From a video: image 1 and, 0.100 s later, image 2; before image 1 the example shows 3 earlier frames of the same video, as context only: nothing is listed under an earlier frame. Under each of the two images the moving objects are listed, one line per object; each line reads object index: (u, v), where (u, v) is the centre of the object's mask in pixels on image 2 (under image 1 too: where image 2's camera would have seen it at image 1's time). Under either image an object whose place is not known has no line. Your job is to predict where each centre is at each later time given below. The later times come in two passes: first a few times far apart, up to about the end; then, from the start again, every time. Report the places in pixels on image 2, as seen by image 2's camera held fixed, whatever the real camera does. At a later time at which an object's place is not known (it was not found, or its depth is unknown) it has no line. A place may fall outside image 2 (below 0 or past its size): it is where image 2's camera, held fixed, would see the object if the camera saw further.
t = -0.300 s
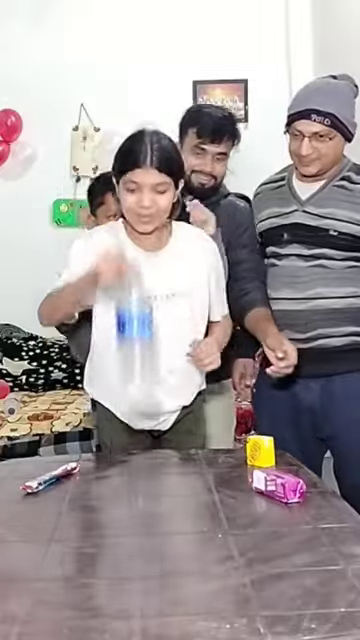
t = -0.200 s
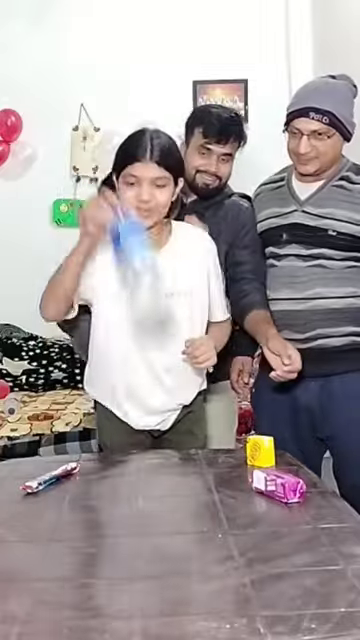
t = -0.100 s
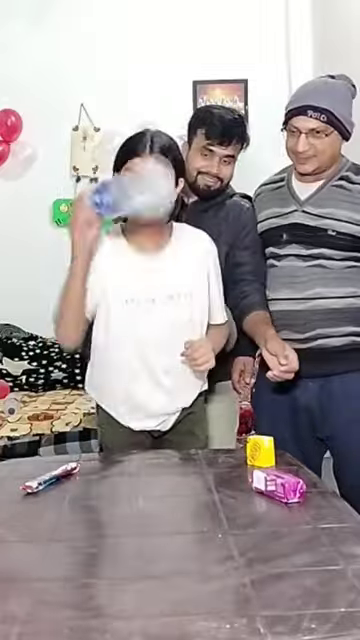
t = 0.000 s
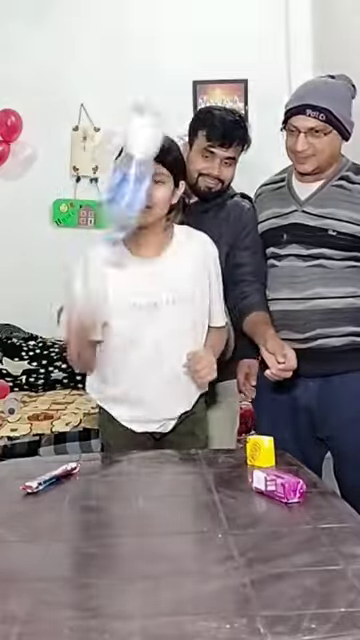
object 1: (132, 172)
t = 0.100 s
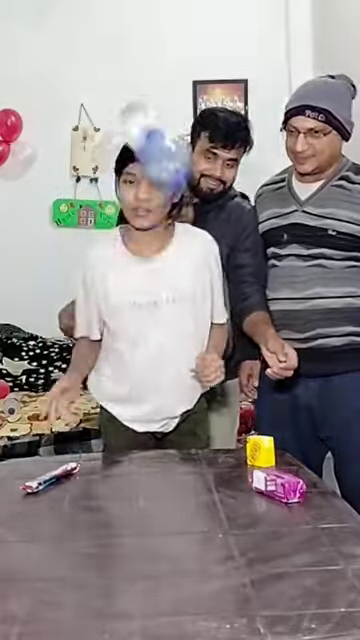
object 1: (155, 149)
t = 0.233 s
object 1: (155, 177)
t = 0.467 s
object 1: (148, 406)
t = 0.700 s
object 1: (131, 408)
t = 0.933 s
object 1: (148, 407)
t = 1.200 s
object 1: (145, 407)
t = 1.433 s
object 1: (141, 408)
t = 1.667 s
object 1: (143, 408)
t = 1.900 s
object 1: (142, 408)
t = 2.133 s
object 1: (142, 408)
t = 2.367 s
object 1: (142, 408)
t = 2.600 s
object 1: (142, 408)
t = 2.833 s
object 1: (142, 408)
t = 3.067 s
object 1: (142, 408)
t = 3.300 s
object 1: (142, 409)
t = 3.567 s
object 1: (142, 409)
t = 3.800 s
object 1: (143, 409)
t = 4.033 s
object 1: (142, 408)
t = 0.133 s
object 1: (159, 144)
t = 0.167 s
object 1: (159, 146)
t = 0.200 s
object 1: (157, 157)
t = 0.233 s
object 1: (155, 177)
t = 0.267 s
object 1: (156, 202)
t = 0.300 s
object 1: (154, 239)
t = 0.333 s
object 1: (153, 286)
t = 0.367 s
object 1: (152, 335)
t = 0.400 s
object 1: (151, 390)
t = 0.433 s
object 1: (151, 407)
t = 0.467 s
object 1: (148, 406)
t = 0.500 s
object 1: (145, 407)
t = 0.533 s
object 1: (142, 407)
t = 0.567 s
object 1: (138, 407)
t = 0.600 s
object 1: (135, 406)
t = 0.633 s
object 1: (133, 408)
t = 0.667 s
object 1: (131, 407)
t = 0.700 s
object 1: (131, 408)
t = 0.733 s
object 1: (131, 408)
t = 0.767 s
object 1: (133, 409)
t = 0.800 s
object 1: (135, 408)
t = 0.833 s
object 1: (139, 411)
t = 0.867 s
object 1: (143, 409)
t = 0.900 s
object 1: (146, 408)
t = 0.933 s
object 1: (148, 407)
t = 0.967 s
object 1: (147, 407)
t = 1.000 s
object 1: (144, 407)
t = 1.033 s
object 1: (141, 408)
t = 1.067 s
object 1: (139, 407)
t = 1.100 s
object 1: (140, 408)
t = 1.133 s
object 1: (143, 409)
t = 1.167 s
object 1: (145, 408)
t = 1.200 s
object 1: (145, 407)
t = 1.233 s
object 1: (144, 407)
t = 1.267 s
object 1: (141, 408)
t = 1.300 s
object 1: (141, 408)
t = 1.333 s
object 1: (143, 408)
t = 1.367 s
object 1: (144, 408)
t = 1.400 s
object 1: (142, 409)
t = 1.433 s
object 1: (141, 408)
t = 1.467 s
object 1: (143, 409)
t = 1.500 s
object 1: (143, 409)
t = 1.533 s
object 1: (141, 409)
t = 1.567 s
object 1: (142, 409)
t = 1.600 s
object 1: (142, 409)
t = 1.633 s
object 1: (142, 408)
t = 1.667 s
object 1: (143, 408)
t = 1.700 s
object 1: (142, 408)
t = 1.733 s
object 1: (142, 408)
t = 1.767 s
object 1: (142, 408)
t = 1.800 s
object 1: (142, 408)
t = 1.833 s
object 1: (142, 408)
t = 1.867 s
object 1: (142, 408)
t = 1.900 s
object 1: (142, 408)
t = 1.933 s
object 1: (142, 408)
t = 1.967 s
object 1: (142, 408)
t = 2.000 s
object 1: (142, 409)
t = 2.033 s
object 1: (142, 408)
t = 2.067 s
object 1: (142, 408)
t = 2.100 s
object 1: (142, 408)
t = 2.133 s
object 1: (142, 408)
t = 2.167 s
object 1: (142, 408)
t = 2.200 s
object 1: (142, 408)
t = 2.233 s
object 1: (142, 408)
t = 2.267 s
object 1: (142, 408)
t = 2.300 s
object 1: (142, 408)
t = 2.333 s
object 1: (142, 408)
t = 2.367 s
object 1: (142, 408)
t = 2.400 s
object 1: (142, 408)
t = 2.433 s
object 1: (142, 408)
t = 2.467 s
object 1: (142, 408)
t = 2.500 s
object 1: (142, 408)
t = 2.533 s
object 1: (142, 408)
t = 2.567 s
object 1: (142, 408)
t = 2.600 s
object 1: (142, 408)
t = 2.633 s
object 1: (142, 408)
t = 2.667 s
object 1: (142, 408)
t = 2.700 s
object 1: (142, 408)
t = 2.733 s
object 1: (142, 408)
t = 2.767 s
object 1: (142, 408)
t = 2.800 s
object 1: (142, 408)
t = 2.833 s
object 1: (142, 408)
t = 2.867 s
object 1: (142, 408)
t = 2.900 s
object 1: (142, 408)
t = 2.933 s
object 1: (142, 409)
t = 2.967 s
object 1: (142, 409)
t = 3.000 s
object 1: (142, 409)
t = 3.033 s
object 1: (142, 408)
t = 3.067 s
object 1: (142, 408)
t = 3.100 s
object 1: (142, 408)
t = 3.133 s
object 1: (142, 408)
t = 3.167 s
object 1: (142, 408)
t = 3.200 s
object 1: (142, 408)
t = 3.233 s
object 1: (142, 409)
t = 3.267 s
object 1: (142, 409)
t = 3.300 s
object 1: (142, 409)
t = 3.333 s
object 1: (142, 409)
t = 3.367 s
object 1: (142, 408)
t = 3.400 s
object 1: (142, 408)
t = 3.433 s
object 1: (142, 408)
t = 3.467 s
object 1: (142, 408)
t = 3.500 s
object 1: (142, 409)
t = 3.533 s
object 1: (142, 409)
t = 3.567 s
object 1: (142, 409)
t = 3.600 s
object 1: (142, 409)
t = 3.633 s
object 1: (142, 409)
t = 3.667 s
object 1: (142, 409)
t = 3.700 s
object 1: (142, 409)
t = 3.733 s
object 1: (142, 408)
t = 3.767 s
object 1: (143, 409)
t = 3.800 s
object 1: (143, 409)
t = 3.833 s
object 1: (142, 408)
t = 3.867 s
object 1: (142, 408)
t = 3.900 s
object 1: (142, 408)
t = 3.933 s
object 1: (142, 408)
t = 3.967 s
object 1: (142, 408)
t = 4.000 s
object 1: (142, 408)
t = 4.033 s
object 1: (142, 408)
